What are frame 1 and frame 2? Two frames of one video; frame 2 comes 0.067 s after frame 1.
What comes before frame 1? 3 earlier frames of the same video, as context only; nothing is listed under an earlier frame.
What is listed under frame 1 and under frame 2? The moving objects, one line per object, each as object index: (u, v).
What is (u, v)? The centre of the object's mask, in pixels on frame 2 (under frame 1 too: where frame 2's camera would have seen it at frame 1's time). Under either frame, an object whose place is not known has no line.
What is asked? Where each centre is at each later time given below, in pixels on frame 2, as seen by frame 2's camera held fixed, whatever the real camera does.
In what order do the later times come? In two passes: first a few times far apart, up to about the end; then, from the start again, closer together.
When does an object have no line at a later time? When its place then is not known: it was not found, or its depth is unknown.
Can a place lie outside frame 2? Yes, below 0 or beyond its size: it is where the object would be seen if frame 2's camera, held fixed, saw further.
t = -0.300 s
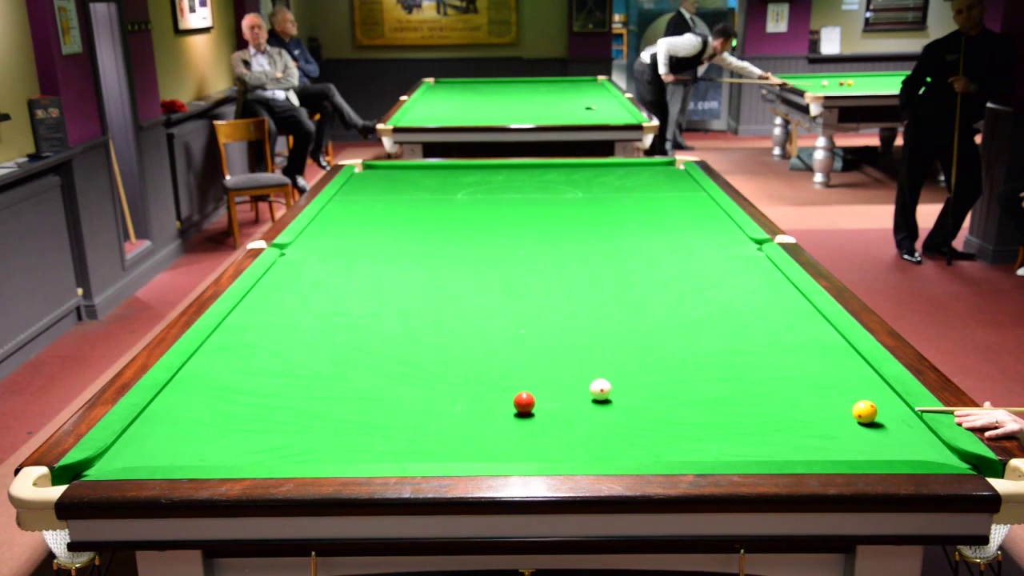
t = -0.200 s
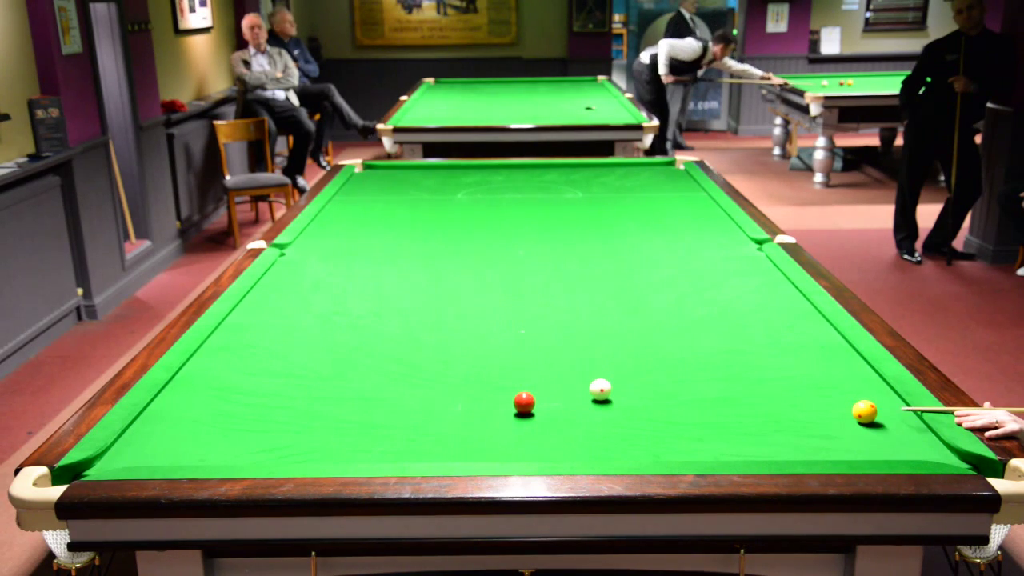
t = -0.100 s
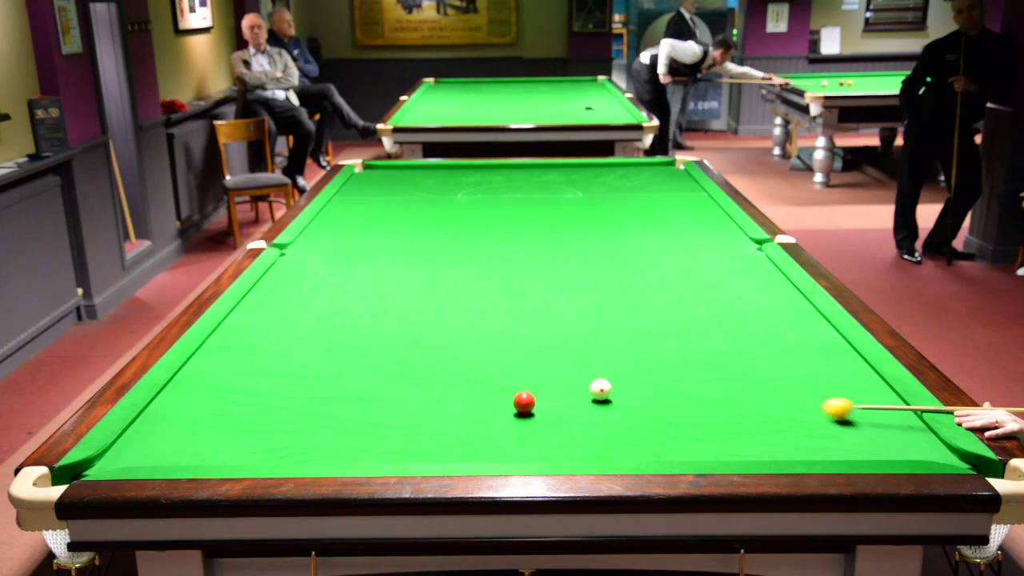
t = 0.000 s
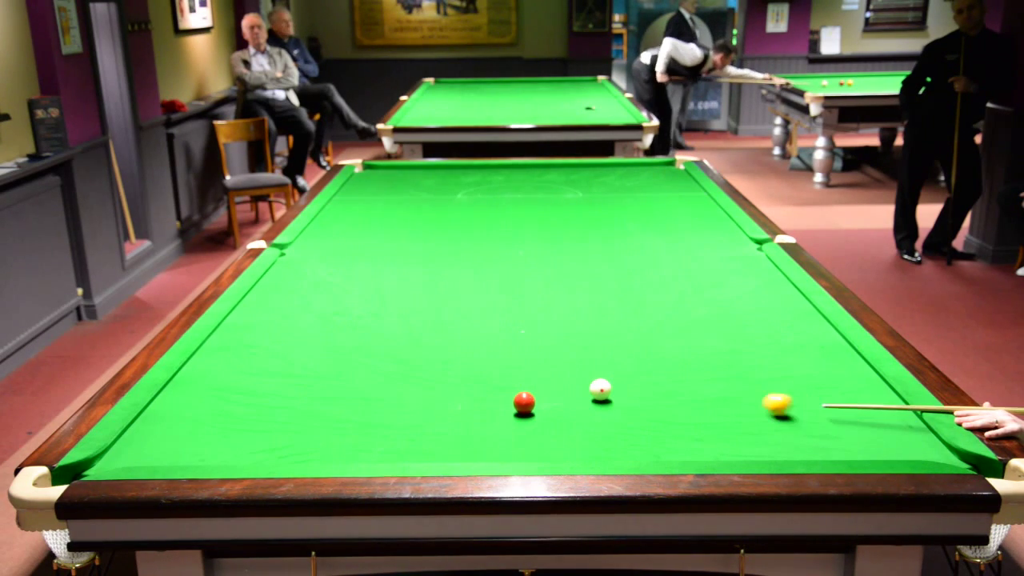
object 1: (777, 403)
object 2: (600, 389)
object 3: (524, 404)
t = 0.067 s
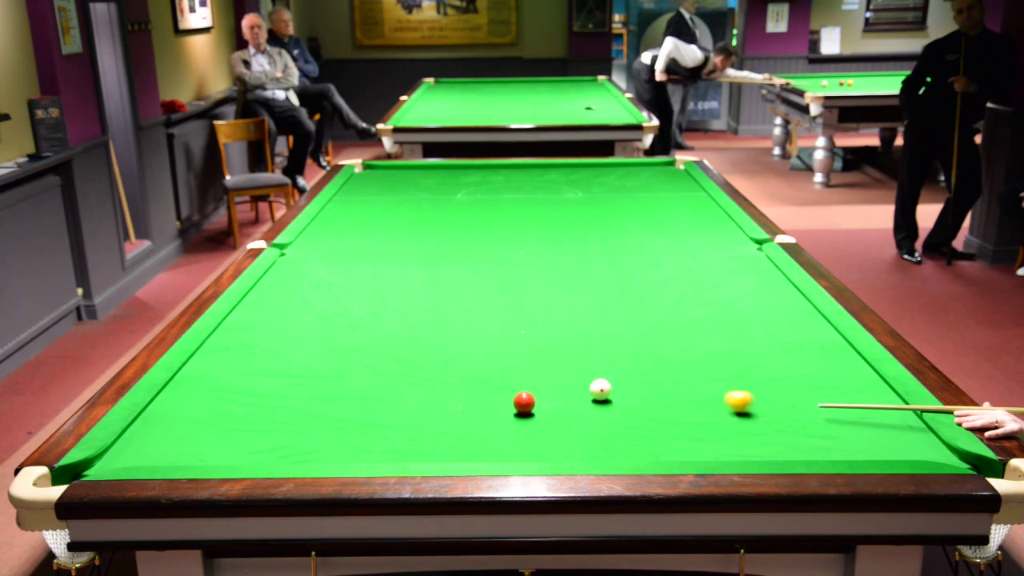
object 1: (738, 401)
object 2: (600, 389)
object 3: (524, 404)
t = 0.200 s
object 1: (664, 395)
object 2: (600, 389)
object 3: (524, 404)
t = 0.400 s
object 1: (612, 395)
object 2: (549, 382)
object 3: (524, 403)
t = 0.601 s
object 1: (583, 397)
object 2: (487, 374)
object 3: (524, 403)
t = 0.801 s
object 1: (556, 399)
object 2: (432, 366)
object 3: (524, 403)
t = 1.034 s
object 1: (541, 400)
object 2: (371, 358)
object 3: (511, 404)
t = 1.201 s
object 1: (537, 400)
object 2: (331, 352)
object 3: (498, 407)
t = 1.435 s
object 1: (532, 399)
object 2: (279, 345)
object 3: (483, 408)
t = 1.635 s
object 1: (531, 399)
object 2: (236, 340)
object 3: (470, 410)
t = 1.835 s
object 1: (530, 399)
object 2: (234, 335)
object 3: (460, 412)
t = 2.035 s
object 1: (530, 399)
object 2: (263, 331)
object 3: (450, 413)
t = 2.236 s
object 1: (530, 399)
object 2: (290, 327)
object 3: (442, 414)
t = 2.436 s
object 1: (530, 399)
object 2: (316, 323)
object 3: (435, 415)
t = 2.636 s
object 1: (530, 399)
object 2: (340, 320)
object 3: (429, 416)
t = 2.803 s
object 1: (530, 399)
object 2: (359, 317)
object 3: (426, 416)
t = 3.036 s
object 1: (530, 399)
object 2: (383, 314)
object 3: (422, 417)
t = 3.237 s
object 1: (530, 399)
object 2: (403, 311)
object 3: (420, 417)
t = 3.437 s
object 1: (530, 399)
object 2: (421, 309)
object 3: (420, 417)
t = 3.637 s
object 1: (530, 399)
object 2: (438, 307)
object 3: (420, 417)
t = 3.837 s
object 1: (530, 399)
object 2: (454, 305)
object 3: (420, 417)
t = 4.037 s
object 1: (530, 399)
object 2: (469, 303)
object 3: (420, 417)
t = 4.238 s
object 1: (530, 399)
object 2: (482, 301)
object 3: (420, 418)
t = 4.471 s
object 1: (530, 399)
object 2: (496, 300)
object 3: (420, 418)
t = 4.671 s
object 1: (530, 399)
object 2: (508, 298)
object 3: (420, 418)
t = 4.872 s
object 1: (530, 399)
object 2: (518, 297)
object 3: (420, 418)
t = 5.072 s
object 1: (530, 399)
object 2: (526, 296)
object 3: (420, 417)
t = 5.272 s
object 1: (530, 399)
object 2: (534, 295)
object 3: (420, 418)
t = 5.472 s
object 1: (530, 399)
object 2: (541, 294)
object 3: (420, 418)
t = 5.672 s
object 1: (530, 399)
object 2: (546, 293)
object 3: (420, 418)
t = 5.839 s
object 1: (530, 398)
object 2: (550, 293)
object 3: (420, 418)
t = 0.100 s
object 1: (719, 399)
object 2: (600, 389)
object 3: (524, 404)
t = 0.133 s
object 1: (701, 398)
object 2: (600, 389)
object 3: (524, 404)
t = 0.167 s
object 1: (682, 396)
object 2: (600, 389)
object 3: (524, 404)
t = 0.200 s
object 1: (664, 395)
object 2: (600, 389)
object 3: (524, 404)
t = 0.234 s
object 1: (646, 394)
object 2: (600, 389)
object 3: (524, 404)
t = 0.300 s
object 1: (620, 393)
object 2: (591, 387)
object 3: (524, 404)
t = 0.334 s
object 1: (618, 394)
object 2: (576, 385)
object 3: (524, 404)
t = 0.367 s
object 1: (616, 395)
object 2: (562, 383)
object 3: (524, 404)
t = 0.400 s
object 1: (612, 395)
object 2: (549, 382)
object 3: (524, 403)
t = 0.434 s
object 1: (607, 395)
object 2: (537, 380)
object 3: (524, 403)
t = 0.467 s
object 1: (602, 396)
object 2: (526, 378)
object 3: (524, 403)
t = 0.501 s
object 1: (597, 396)
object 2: (516, 377)
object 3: (524, 403)
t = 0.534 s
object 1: (593, 396)
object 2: (506, 376)
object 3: (524, 403)
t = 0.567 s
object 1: (588, 397)
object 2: (496, 375)
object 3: (524, 403)
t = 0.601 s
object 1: (583, 397)
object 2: (487, 374)
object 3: (524, 403)
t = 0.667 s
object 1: (574, 398)
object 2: (468, 371)
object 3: (524, 403)
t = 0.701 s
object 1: (569, 398)
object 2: (459, 369)
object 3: (524, 403)
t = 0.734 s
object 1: (565, 399)
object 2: (450, 368)
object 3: (524, 403)
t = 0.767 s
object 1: (560, 399)
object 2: (440, 367)
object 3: (524, 403)
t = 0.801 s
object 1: (556, 399)
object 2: (432, 366)
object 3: (524, 403)
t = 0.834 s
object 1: (551, 400)
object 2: (423, 364)
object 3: (524, 403)
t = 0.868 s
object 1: (547, 400)
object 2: (414, 363)
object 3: (524, 403)
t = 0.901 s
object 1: (545, 400)
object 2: (405, 362)
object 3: (521, 403)
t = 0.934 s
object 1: (544, 400)
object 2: (397, 361)
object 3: (518, 404)
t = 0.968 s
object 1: (543, 400)
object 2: (388, 360)
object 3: (516, 404)
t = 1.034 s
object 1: (541, 400)
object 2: (371, 358)
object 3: (511, 404)
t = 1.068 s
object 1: (540, 399)
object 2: (363, 357)
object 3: (508, 405)
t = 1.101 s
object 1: (539, 400)
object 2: (355, 356)
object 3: (506, 406)
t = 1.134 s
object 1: (538, 399)
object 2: (347, 355)
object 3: (503, 405)
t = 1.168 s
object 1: (537, 400)
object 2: (339, 353)
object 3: (501, 406)
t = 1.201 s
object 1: (537, 400)
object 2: (331, 352)
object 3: (498, 407)
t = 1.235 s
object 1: (536, 399)
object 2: (324, 351)
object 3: (496, 406)
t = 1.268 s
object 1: (535, 399)
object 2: (316, 350)
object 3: (493, 407)
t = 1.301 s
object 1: (535, 399)
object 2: (309, 349)
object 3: (491, 407)
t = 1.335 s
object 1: (534, 399)
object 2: (301, 348)
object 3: (489, 407)
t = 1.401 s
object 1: (533, 399)
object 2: (286, 346)
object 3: (485, 409)
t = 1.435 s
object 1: (532, 399)
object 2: (279, 345)
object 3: (483, 408)
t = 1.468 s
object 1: (532, 399)
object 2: (271, 344)
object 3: (480, 408)
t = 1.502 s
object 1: (532, 399)
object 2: (264, 343)
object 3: (478, 409)
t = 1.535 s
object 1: (531, 399)
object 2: (257, 342)
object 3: (476, 409)
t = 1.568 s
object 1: (531, 399)
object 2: (250, 342)
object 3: (474, 410)
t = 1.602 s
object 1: (531, 399)
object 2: (242, 341)
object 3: (472, 410)
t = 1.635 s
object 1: (531, 399)
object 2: (236, 340)
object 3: (470, 410)
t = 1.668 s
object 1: (530, 399)
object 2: (229, 339)
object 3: (468, 410)
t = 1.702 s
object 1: (530, 399)
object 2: (222, 338)
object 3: (467, 411)
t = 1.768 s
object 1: (530, 399)
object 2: (221, 336)
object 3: (463, 411)
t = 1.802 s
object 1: (530, 399)
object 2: (228, 336)
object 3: (461, 412)
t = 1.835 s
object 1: (530, 399)
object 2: (234, 335)
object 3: (460, 412)
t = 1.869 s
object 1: (530, 399)
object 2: (239, 334)
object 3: (458, 412)
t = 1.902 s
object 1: (530, 399)
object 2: (244, 333)
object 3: (456, 412)
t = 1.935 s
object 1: (530, 399)
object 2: (249, 333)
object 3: (455, 412)
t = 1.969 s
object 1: (530, 399)
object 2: (253, 332)
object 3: (453, 412)
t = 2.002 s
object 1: (530, 399)
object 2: (258, 331)
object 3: (451, 413)
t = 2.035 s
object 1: (530, 399)
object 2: (263, 331)
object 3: (450, 413)
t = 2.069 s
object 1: (530, 399)
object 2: (267, 330)
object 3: (448, 413)
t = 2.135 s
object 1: (530, 399)
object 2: (277, 329)
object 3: (446, 413)
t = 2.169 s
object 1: (530, 399)
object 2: (282, 328)
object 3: (444, 413)
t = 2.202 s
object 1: (530, 399)
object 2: (286, 328)
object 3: (443, 414)
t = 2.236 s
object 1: (530, 399)
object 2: (290, 327)
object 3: (442, 414)
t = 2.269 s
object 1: (530, 399)
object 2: (295, 326)
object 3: (440, 414)
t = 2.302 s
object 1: (530, 399)
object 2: (299, 326)
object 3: (439, 414)
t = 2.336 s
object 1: (530, 399)
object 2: (304, 325)
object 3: (438, 415)
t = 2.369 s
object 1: (530, 399)
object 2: (308, 324)
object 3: (437, 415)
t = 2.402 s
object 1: (530, 399)
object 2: (312, 324)
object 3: (436, 415)
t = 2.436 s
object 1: (530, 399)
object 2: (316, 323)
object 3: (435, 415)
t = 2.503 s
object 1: (530, 399)
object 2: (324, 322)
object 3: (433, 415)
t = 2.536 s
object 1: (530, 399)
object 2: (328, 322)
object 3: (432, 415)
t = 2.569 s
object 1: (530, 399)
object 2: (332, 321)
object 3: (431, 415)
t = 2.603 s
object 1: (530, 399)
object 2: (337, 320)
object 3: (430, 416)
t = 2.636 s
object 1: (530, 399)
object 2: (340, 320)
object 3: (429, 416)
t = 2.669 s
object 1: (530, 399)
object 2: (344, 319)
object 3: (428, 416)
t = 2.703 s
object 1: (530, 399)
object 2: (348, 319)
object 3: (428, 416)
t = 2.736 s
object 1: (530, 399)
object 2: (352, 318)
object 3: (427, 416)
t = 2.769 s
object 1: (530, 399)
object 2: (355, 318)
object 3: (426, 416)
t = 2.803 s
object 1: (530, 399)
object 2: (359, 317)
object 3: (426, 416)
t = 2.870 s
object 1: (530, 399)
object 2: (367, 316)
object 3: (425, 417)
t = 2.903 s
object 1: (530, 399)
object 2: (370, 316)
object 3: (424, 417)
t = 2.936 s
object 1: (530, 399)
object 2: (373, 315)
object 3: (424, 417)
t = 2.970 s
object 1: (530, 399)
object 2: (377, 315)
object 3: (423, 417)
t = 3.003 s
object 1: (530, 399)
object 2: (380, 314)
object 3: (423, 417)
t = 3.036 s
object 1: (530, 399)
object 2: (383, 314)
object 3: (422, 417)
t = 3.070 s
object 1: (530, 399)
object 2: (387, 314)
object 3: (422, 417)
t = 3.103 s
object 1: (530, 399)
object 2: (390, 313)
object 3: (422, 417)
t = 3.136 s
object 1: (530, 399)
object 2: (394, 313)
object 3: (421, 417)
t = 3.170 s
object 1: (530, 399)
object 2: (397, 312)
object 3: (421, 417)
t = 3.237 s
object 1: (530, 399)
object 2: (403, 311)
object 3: (420, 417)
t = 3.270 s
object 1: (530, 399)
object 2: (406, 311)
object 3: (420, 417)
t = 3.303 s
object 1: (530, 399)
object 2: (410, 310)
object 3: (420, 417)
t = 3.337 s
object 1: (530, 399)
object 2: (412, 310)
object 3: (420, 417)
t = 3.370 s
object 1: (530, 399)
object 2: (415, 310)
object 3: (420, 417)
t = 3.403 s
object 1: (530, 399)
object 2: (418, 309)
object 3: (420, 417)
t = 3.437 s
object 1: (530, 399)
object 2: (421, 309)
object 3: (420, 417)
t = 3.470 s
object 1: (530, 399)
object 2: (424, 308)
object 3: (420, 417)
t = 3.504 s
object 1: (530, 399)
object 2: (427, 308)
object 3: (420, 417)
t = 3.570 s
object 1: (530, 399)
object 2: (433, 307)
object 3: (420, 417)
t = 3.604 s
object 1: (530, 399)
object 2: (435, 307)
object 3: (420, 417)
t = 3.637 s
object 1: (530, 399)
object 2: (438, 307)
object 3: (420, 417)
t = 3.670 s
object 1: (530, 399)
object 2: (441, 306)
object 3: (420, 417)
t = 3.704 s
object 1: (530, 399)
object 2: (444, 306)
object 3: (420, 417)
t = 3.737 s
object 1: (530, 399)
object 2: (446, 306)
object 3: (420, 417)
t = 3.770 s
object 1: (530, 399)
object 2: (449, 305)
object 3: (420, 417)
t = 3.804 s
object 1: (530, 399)
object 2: (452, 305)
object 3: (420, 417)
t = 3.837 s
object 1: (530, 399)
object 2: (454, 305)
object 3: (420, 417)
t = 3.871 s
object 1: (530, 399)
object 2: (456, 304)
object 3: (420, 417)
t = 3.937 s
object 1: (530, 399)
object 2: (461, 304)
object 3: (420, 417)
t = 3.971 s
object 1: (530, 399)
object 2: (464, 303)
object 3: (420, 417)
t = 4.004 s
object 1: (530, 399)
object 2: (466, 303)
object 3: (420, 418)
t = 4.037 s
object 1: (530, 399)
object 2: (469, 303)
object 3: (420, 417)
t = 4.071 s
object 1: (530, 399)
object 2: (471, 303)
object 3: (420, 418)
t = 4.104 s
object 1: (530, 399)
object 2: (473, 302)
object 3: (420, 418)
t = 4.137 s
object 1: (530, 399)
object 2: (476, 302)
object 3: (420, 418)
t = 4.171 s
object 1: (530, 399)
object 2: (478, 302)
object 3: (420, 418)
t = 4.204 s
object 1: (530, 399)
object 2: (480, 301)
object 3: (420, 418)
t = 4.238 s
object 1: (530, 399)
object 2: (482, 301)
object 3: (420, 418)
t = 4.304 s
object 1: (530, 399)
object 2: (486, 301)
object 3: (420, 418)
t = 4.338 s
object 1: (530, 399)
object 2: (488, 300)
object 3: (420, 418)
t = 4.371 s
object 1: (530, 399)
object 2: (490, 300)
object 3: (420, 418)
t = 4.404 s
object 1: (530, 399)
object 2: (492, 300)
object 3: (420, 418)
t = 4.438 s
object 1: (530, 399)
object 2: (494, 300)
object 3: (420, 418)
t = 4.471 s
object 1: (530, 399)
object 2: (496, 300)
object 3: (420, 418)
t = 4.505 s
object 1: (530, 399)
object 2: (498, 299)
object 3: (420, 418)
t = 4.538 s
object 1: (530, 399)
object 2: (500, 299)
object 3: (420, 418)
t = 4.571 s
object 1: (530, 399)
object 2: (502, 299)
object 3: (420, 418)
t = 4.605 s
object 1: (530, 399)
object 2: (504, 298)
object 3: (420, 418)
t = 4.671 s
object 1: (530, 399)
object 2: (508, 298)
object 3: (420, 418)
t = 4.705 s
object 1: (530, 399)
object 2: (509, 298)
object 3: (420, 418)
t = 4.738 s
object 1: (530, 399)
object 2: (511, 298)
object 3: (420, 418)
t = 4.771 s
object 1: (530, 399)
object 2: (513, 297)
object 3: (420, 418)
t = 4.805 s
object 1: (530, 399)
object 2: (514, 297)
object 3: (420, 418)
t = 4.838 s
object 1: (530, 399)
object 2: (516, 297)
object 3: (420, 418)
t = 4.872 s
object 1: (530, 399)
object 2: (518, 297)
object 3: (420, 418)
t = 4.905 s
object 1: (530, 399)
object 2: (519, 297)
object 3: (420, 418)
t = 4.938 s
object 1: (530, 399)
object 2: (520, 297)
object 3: (420, 418)
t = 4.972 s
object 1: (530, 399)
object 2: (522, 296)
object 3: (420, 418)
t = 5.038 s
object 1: (530, 399)
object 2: (525, 296)
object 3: (420, 418)
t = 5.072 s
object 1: (530, 399)
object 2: (526, 296)
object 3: (420, 417)
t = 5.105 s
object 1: (530, 399)
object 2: (528, 295)
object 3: (420, 418)
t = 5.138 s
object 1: (530, 399)
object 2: (529, 296)
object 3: (420, 418)
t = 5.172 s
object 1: (530, 399)
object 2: (530, 296)
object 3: (420, 418)
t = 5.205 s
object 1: (530, 399)
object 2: (532, 295)
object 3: (420, 418)
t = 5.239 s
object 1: (530, 399)
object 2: (533, 295)
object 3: (420, 418)
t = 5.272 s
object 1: (530, 399)
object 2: (534, 295)
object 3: (420, 418)
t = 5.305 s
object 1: (530, 399)
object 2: (535, 295)
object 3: (420, 418)
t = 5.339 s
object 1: (530, 399)
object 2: (536, 294)
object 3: (420, 418)
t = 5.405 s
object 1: (530, 399)
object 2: (538, 294)
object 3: (420, 418)
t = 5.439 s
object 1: (530, 399)
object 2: (540, 294)
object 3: (420, 417)
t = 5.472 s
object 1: (530, 399)
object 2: (541, 294)
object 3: (420, 418)
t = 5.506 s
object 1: (530, 399)
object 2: (542, 294)
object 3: (420, 418)
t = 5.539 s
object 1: (530, 399)
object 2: (543, 294)
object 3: (420, 418)
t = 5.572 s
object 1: (530, 399)
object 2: (544, 294)
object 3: (420, 418)
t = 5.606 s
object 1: (530, 399)
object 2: (544, 294)
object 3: (420, 418)
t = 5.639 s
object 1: (530, 398)
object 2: (545, 293)
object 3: (420, 418)
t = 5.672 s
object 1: (530, 399)
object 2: (546, 293)
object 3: (420, 418)
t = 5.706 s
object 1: (530, 399)
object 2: (547, 293)
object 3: (420, 418)
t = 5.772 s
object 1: (530, 399)
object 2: (549, 293)
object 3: (420, 418)
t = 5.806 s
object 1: (530, 399)
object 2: (549, 293)
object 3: (420, 418)
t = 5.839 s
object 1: (530, 398)
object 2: (550, 293)
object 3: (420, 418)
